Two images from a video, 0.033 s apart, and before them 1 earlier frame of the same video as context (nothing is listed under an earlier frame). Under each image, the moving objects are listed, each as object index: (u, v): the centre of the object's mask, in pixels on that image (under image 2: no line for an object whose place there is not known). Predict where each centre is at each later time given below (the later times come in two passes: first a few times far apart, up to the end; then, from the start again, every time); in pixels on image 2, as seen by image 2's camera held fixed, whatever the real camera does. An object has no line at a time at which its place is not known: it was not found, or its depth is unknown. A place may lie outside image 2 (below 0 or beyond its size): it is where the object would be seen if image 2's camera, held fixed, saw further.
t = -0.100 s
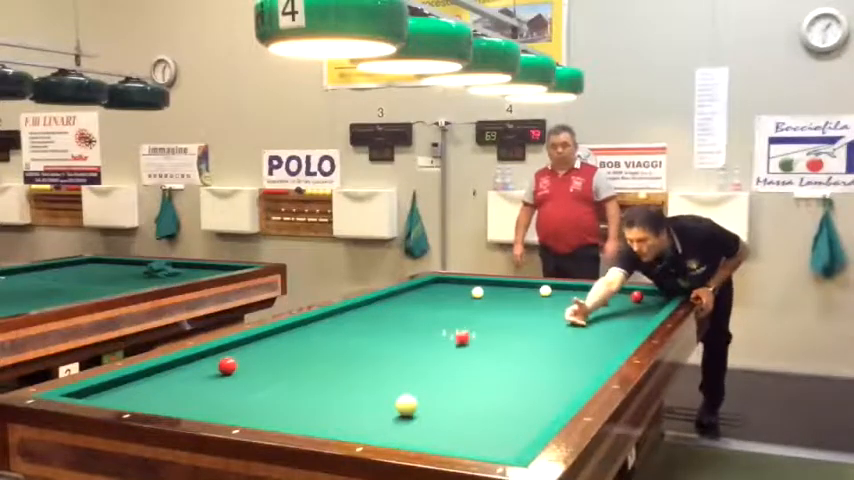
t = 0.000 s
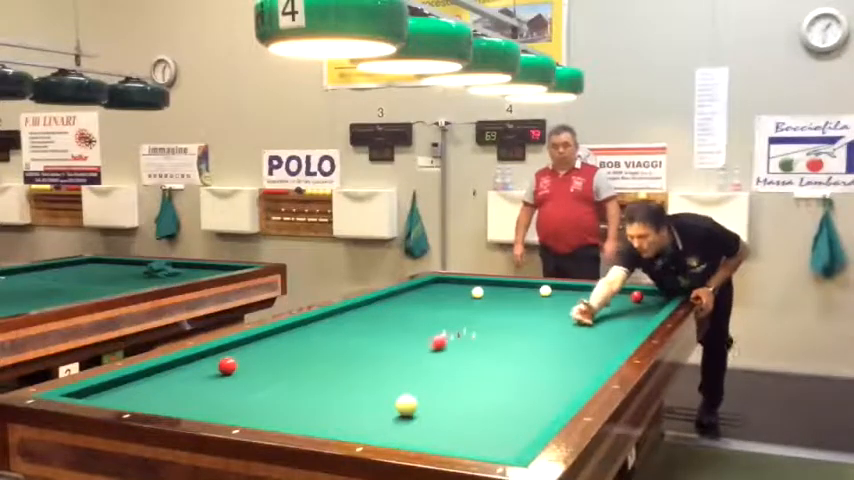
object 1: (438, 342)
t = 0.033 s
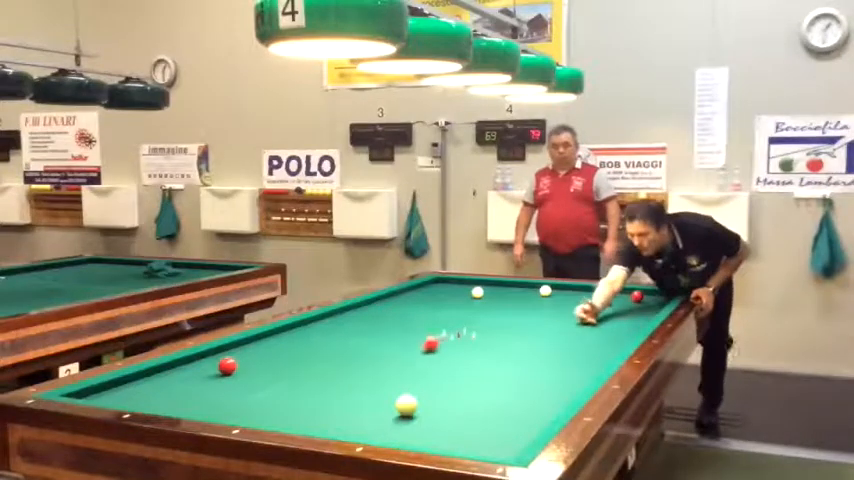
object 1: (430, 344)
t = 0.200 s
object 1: (388, 351)
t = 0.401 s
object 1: (333, 362)
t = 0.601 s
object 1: (273, 373)
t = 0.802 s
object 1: (205, 386)
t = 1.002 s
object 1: (130, 398)
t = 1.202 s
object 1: (126, 391)
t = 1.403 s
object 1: (137, 380)
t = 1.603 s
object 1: (156, 372)
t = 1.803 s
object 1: (182, 367)
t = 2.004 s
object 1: (207, 362)
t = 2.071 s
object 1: (214, 360)
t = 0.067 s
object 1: (422, 346)
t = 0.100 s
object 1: (414, 347)
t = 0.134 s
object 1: (406, 349)
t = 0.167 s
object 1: (397, 350)
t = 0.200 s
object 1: (388, 351)
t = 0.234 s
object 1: (379, 353)
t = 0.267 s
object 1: (371, 355)
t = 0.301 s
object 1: (361, 357)
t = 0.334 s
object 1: (352, 359)
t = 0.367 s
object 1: (343, 360)
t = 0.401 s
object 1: (333, 362)
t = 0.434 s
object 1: (323, 364)
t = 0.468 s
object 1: (314, 366)
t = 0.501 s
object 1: (304, 367)
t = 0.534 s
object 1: (294, 370)
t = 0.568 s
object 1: (283, 372)
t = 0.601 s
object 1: (273, 373)
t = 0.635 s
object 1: (262, 375)
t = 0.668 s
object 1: (251, 377)
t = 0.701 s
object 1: (240, 380)
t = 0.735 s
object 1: (229, 381)
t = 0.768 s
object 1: (216, 384)
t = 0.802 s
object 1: (205, 386)
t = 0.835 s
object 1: (193, 388)
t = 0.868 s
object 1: (181, 390)
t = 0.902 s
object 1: (168, 393)
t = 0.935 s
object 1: (156, 395)
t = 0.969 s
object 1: (143, 397)
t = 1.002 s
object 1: (130, 398)
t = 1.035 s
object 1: (118, 399)
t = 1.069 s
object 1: (116, 398)
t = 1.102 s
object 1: (116, 397)
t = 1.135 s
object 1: (120, 396)
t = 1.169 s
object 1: (123, 394)
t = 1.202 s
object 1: (126, 391)
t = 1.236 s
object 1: (129, 389)
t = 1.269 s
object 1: (131, 386)
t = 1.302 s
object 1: (133, 385)
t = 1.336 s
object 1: (134, 383)
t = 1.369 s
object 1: (136, 381)
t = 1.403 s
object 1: (137, 380)
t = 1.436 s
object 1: (138, 378)
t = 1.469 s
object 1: (139, 378)
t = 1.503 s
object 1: (142, 377)
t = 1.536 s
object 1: (147, 374)
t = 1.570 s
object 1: (152, 373)
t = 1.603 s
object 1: (156, 372)
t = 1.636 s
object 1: (160, 371)
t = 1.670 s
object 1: (165, 371)
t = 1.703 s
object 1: (168, 370)
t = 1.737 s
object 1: (175, 368)
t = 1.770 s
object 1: (178, 367)
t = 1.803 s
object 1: (182, 367)
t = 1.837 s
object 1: (187, 365)
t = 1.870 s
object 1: (191, 365)
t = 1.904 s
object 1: (195, 364)
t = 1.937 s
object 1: (200, 364)
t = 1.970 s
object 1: (203, 363)
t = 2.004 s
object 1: (207, 362)
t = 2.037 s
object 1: (211, 361)
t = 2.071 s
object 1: (214, 360)
